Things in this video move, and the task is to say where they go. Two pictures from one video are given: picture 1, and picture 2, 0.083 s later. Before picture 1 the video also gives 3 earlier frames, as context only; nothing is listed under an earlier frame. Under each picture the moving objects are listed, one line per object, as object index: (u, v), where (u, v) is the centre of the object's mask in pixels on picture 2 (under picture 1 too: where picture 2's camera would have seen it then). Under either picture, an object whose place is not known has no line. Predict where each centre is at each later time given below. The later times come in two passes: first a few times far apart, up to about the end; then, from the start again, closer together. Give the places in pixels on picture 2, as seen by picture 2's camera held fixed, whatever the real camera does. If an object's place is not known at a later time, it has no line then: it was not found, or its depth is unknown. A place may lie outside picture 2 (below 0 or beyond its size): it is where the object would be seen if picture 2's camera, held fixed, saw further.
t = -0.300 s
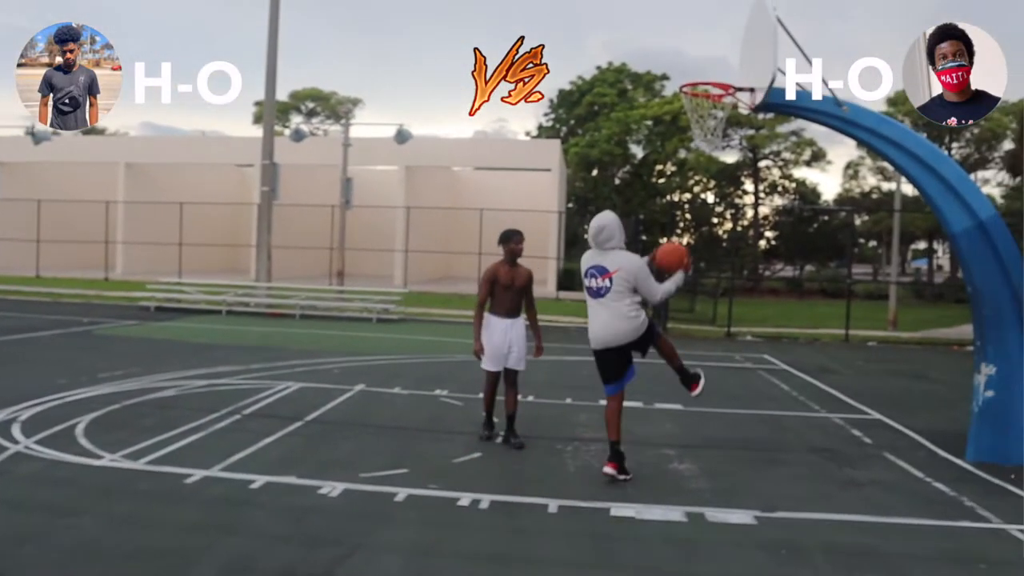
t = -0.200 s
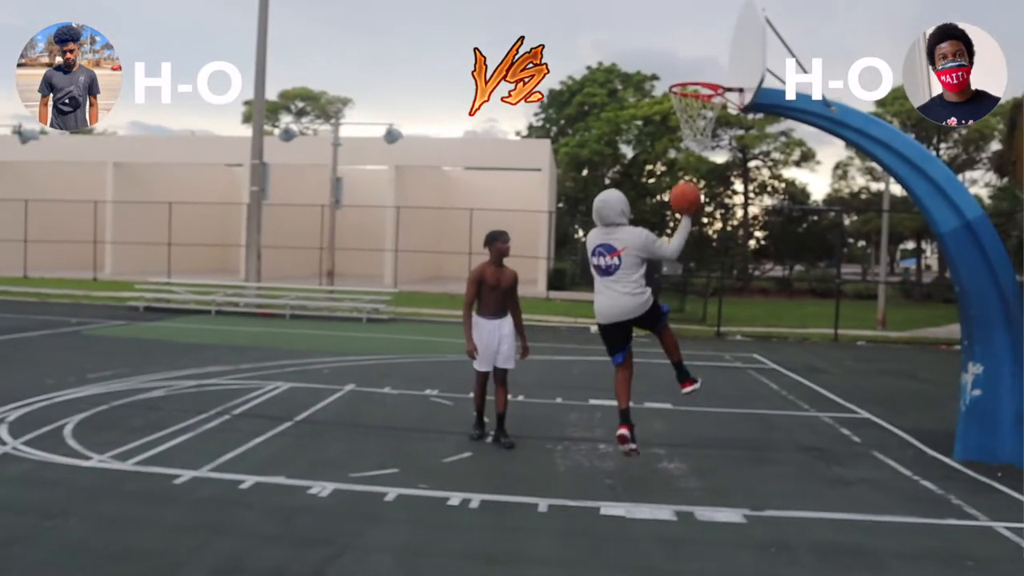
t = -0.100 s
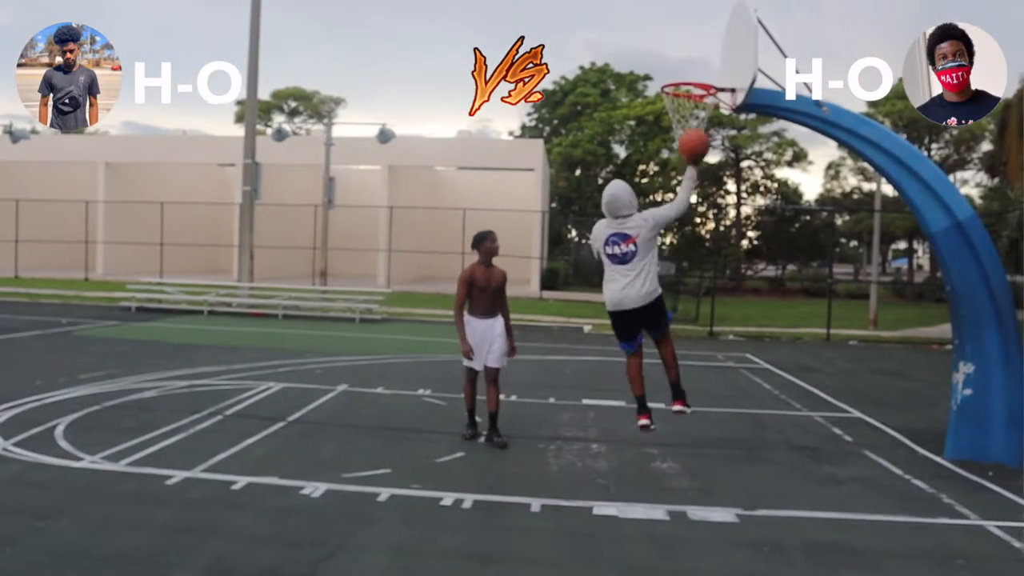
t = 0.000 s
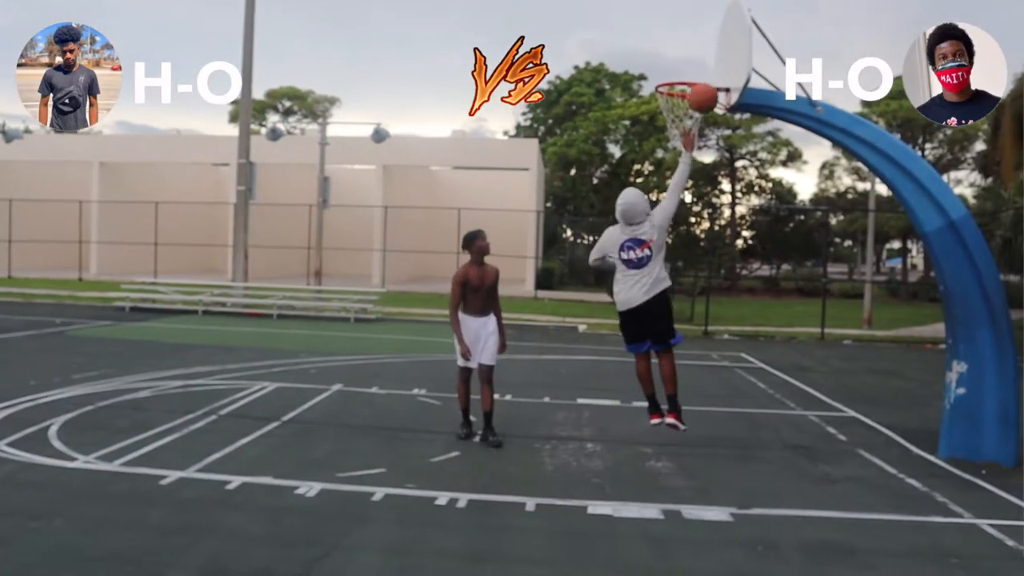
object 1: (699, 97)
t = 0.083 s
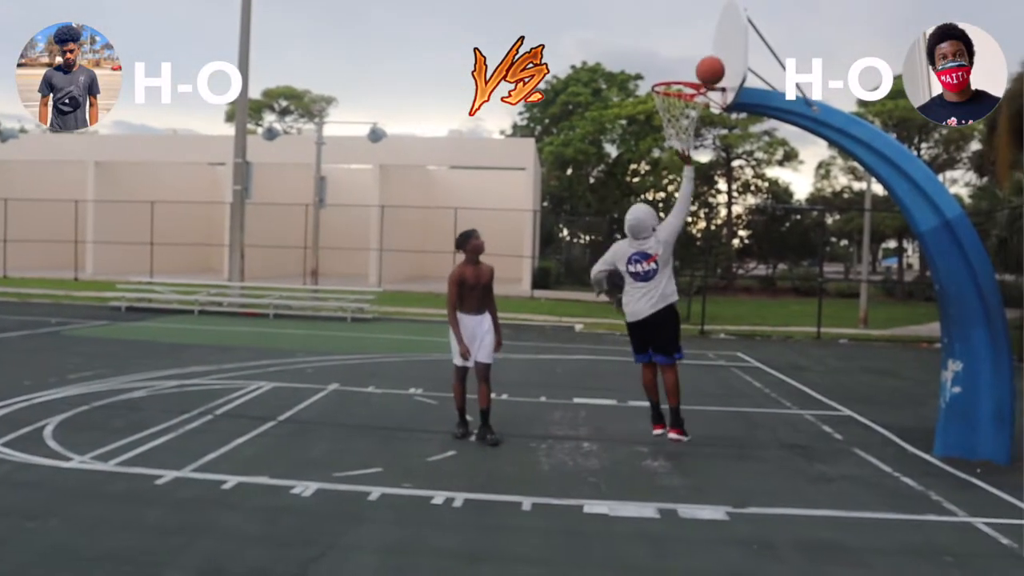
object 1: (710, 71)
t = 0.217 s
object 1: (711, 51)
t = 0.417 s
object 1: (678, 69)
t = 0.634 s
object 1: (683, 124)
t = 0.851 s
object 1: (701, 201)
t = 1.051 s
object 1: (716, 318)
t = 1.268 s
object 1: (735, 403)
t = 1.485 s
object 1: (765, 305)
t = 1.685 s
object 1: (789, 258)
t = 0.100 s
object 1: (712, 66)
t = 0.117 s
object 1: (714, 63)
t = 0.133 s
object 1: (716, 59)
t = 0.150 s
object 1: (718, 56)
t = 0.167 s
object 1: (720, 54)
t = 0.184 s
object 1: (717, 52)
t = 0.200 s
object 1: (714, 51)
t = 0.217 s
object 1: (711, 51)
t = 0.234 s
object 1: (709, 51)
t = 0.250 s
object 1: (706, 51)
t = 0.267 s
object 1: (703, 52)
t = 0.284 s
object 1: (700, 52)
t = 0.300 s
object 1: (697, 53)
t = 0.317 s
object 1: (695, 55)
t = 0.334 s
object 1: (692, 57)
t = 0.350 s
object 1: (689, 59)
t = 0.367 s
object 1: (686, 61)
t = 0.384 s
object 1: (684, 64)
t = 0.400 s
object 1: (681, 66)
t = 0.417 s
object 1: (678, 69)
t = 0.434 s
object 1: (676, 71)
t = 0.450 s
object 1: (673, 75)
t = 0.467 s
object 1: (671, 78)
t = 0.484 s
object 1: (669, 84)
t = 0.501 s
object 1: (667, 89)
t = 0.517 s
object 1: (668, 93)
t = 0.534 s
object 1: (671, 97)
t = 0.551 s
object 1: (673, 100)
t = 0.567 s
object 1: (675, 104)
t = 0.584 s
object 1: (677, 106)
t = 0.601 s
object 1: (679, 112)
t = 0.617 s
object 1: (681, 119)
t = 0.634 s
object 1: (683, 124)
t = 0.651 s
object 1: (684, 129)
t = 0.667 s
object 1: (687, 135)
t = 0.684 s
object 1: (688, 139)
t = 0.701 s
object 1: (689, 143)
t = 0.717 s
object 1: (691, 149)
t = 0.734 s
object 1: (692, 154)
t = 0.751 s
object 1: (693, 160)
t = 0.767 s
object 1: (695, 166)
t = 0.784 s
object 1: (696, 173)
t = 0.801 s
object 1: (698, 178)
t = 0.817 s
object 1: (699, 185)
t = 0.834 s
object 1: (700, 192)
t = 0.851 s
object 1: (701, 201)
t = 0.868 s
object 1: (702, 209)
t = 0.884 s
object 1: (704, 217)
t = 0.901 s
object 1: (705, 226)
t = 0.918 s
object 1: (706, 235)
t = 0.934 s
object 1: (707, 244)
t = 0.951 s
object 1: (709, 254)
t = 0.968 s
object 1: (710, 263)
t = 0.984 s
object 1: (711, 273)
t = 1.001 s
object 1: (712, 284)
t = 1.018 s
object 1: (714, 295)
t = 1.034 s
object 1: (714, 306)
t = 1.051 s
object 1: (716, 318)
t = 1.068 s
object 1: (717, 331)
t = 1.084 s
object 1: (719, 342)
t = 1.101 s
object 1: (720, 355)
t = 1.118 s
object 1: (721, 368)
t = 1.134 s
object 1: (722, 381)
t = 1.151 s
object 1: (723, 393)
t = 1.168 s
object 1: (723, 407)
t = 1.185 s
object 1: (724, 422)
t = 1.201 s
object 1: (725, 436)
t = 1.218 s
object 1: (727, 436)
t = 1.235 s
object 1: (729, 424)
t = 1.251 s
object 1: (732, 414)
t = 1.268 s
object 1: (735, 403)
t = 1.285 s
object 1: (737, 394)
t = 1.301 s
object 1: (739, 385)
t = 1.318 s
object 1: (741, 377)
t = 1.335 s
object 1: (744, 368)
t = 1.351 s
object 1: (746, 360)
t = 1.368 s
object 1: (748, 351)
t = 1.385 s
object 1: (751, 343)
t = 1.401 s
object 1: (753, 337)
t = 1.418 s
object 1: (755, 330)
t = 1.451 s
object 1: (760, 317)
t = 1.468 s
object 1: (763, 311)
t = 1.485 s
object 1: (765, 305)
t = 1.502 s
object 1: (767, 299)
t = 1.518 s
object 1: (770, 294)
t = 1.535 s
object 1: (772, 289)
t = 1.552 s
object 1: (774, 285)
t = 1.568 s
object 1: (775, 280)
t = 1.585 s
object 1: (778, 275)
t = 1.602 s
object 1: (780, 272)
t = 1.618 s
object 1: (782, 268)
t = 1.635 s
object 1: (784, 265)
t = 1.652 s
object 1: (785, 263)
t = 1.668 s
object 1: (788, 260)
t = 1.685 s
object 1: (789, 258)
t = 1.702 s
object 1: (791, 256)
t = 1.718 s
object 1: (793, 255)
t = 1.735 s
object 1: (794, 254)
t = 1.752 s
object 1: (797, 253)
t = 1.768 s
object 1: (798, 252)
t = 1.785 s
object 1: (801, 252)
